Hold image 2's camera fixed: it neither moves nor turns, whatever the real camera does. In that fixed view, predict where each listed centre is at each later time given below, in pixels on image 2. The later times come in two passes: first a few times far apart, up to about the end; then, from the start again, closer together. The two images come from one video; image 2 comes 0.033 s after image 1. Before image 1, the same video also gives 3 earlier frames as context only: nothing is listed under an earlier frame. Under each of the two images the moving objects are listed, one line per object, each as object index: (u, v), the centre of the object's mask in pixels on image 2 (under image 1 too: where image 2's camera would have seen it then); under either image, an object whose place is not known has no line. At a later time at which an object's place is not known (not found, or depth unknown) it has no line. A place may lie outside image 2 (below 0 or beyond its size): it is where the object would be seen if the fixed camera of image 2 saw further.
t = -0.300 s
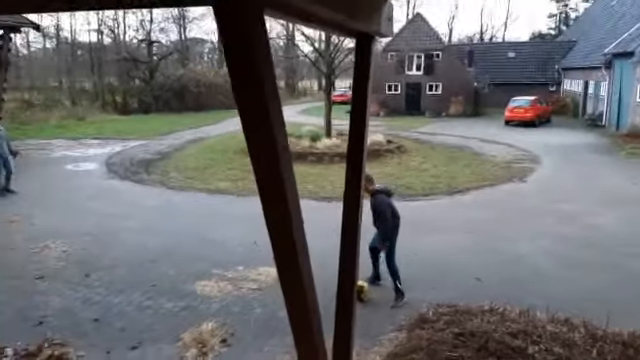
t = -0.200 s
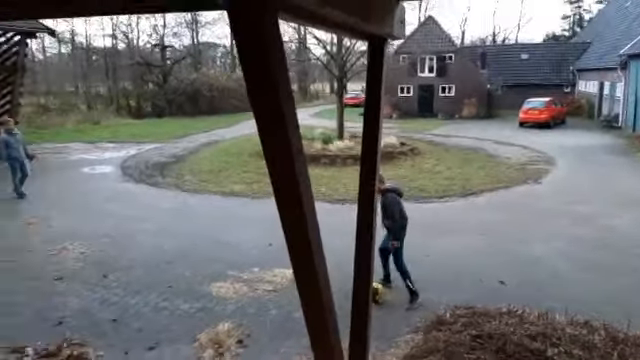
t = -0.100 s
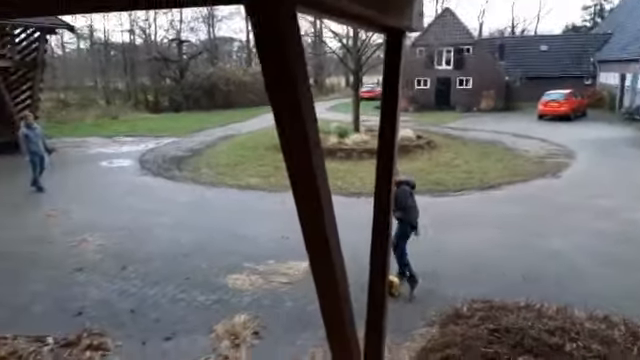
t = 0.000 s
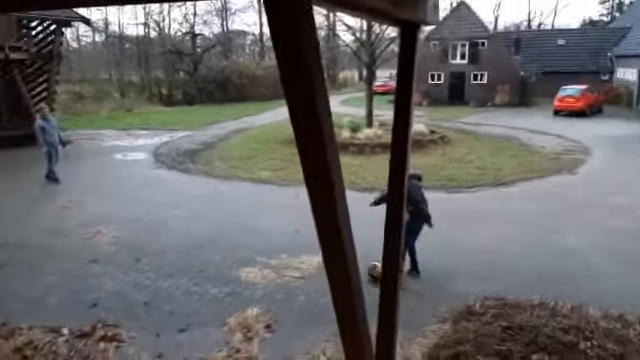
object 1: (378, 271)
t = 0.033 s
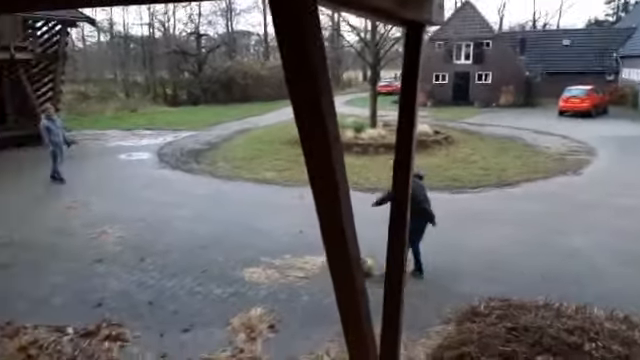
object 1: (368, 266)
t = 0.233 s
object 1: (306, 243)
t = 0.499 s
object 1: (262, 224)
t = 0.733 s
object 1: (242, 212)
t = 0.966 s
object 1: (229, 203)
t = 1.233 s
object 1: (216, 195)
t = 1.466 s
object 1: (208, 192)
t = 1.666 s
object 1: (204, 188)
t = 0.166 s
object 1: (320, 249)
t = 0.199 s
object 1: (315, 246)
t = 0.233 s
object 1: (306, 243)
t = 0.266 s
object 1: (299, 240)
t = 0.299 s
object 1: (293, 237)
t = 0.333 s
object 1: (287, 235)
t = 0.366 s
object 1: (282, 233)
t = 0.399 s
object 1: (276, 230)
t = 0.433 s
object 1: (269, 227)
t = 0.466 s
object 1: (266, 226)
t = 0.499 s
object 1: (262, 224)
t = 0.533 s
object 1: (258, 222)
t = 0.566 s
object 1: (255, 221)
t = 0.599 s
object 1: (253, 219)
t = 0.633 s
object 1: (250, 217)
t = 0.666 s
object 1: (247, 216)
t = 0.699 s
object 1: (245, 214)
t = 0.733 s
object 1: (242, 212)
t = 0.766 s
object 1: (239, 211)
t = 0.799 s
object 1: (238, 209)
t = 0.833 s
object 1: (236, 207)
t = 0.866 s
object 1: (234, 208)
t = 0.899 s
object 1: (232, 208)
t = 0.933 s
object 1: (231, 206)
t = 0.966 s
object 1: (229, 203)
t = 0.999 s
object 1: (227, 201)
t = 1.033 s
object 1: (226, 199)
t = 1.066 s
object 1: (224, 198)
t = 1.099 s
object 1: (223, 198)
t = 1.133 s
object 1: (221, 199)
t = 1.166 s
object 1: (219, 200)
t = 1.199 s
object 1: (217, 197)
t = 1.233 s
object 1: (216, 195)
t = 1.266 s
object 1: (215, 193)
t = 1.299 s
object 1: (214, 192)
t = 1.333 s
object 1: (213, 191)
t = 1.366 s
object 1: (214, 192)
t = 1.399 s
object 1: (210, 193)
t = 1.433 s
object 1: (209, 192)
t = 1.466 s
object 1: (208, 192)
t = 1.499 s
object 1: (207, 189)
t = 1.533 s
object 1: (207, 188)
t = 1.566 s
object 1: (206, 187)
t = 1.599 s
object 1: (205, 187)
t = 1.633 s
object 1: (205, 187)
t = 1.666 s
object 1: (204, 188)
